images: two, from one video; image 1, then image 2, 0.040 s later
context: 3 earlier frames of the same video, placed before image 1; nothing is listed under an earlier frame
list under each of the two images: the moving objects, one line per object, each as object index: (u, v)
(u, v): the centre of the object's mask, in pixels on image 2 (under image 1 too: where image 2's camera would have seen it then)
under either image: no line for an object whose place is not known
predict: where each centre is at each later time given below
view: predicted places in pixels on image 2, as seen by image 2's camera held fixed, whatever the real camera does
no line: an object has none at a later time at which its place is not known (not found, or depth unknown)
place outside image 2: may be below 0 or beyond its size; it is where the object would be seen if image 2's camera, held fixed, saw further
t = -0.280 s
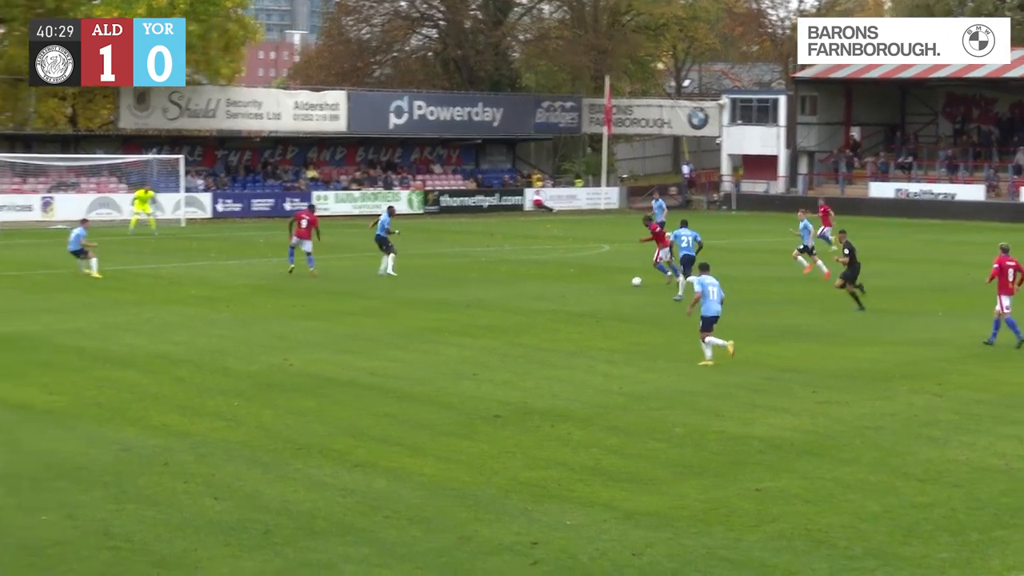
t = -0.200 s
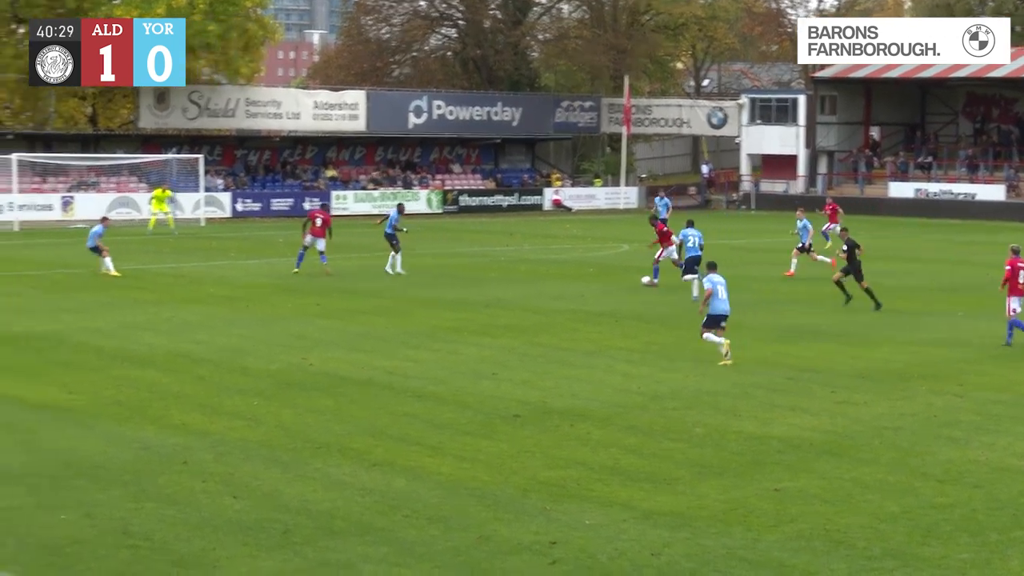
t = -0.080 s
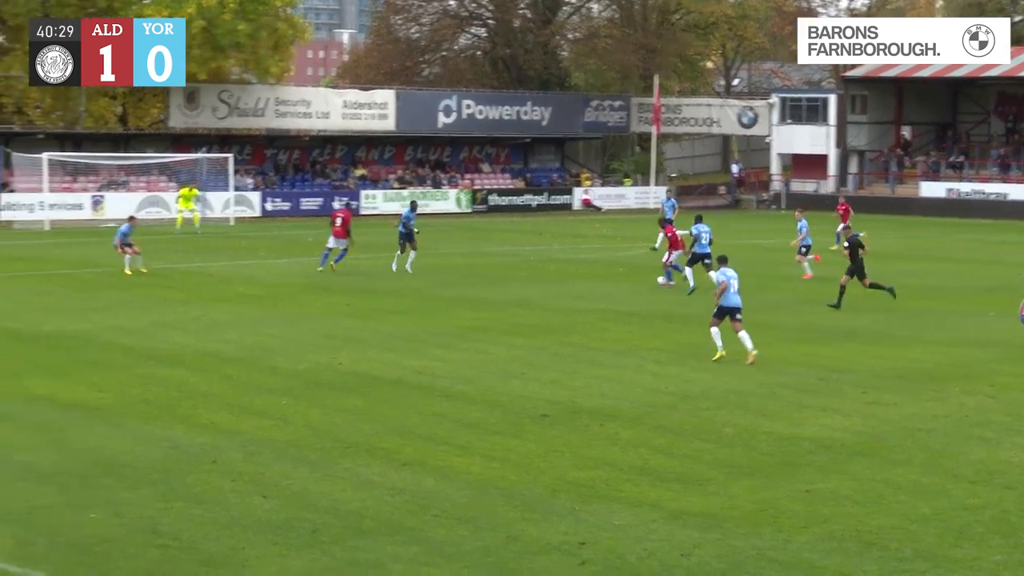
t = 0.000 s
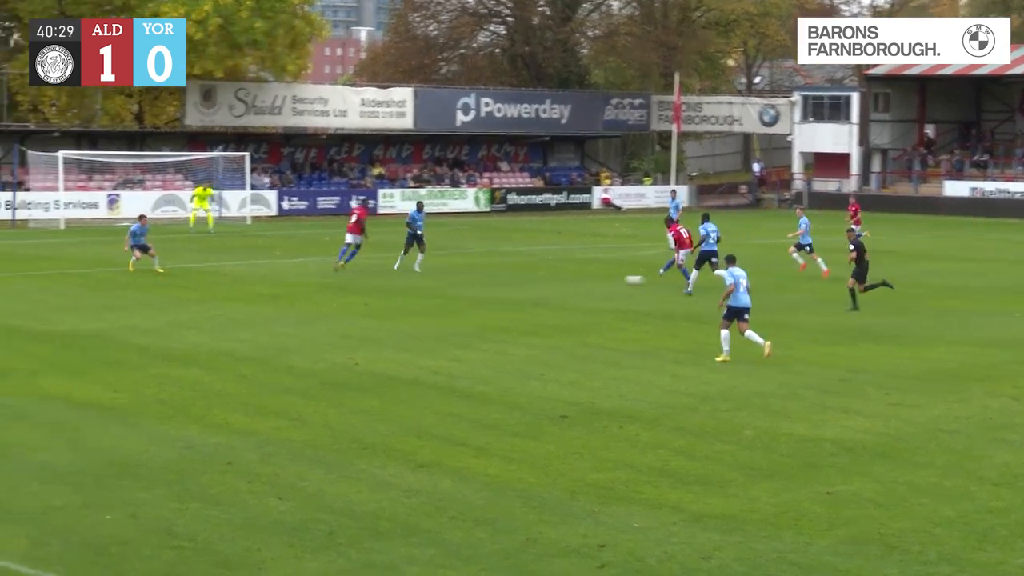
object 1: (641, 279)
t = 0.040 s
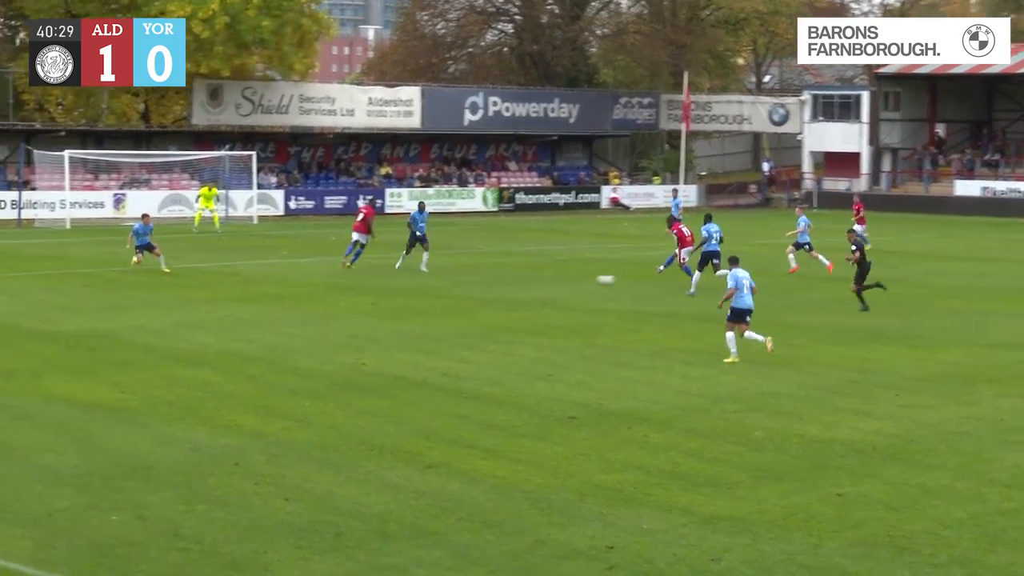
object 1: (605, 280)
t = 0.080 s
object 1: (570, 280)
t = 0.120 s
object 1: (535, 280)
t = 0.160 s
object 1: (501, 281)
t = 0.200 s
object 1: (469, 281)
